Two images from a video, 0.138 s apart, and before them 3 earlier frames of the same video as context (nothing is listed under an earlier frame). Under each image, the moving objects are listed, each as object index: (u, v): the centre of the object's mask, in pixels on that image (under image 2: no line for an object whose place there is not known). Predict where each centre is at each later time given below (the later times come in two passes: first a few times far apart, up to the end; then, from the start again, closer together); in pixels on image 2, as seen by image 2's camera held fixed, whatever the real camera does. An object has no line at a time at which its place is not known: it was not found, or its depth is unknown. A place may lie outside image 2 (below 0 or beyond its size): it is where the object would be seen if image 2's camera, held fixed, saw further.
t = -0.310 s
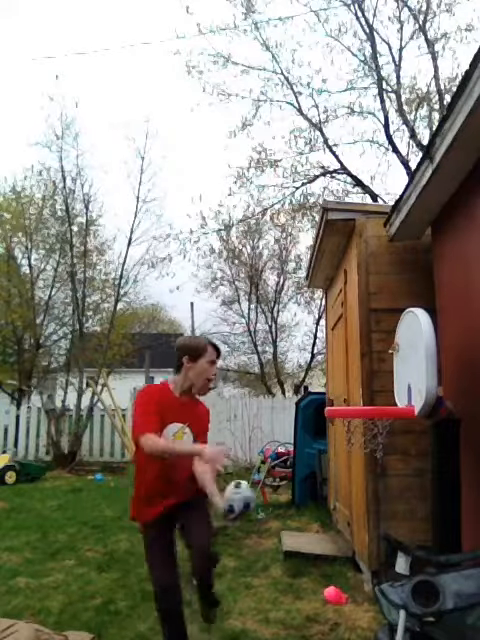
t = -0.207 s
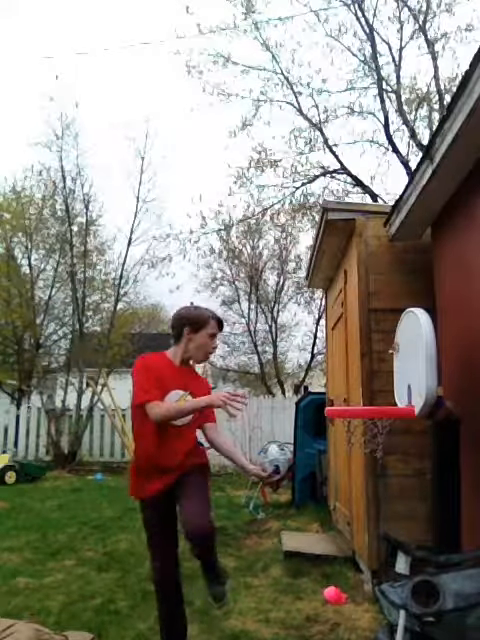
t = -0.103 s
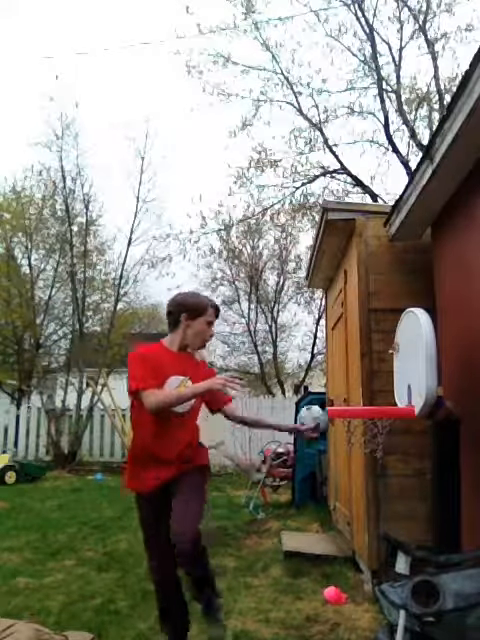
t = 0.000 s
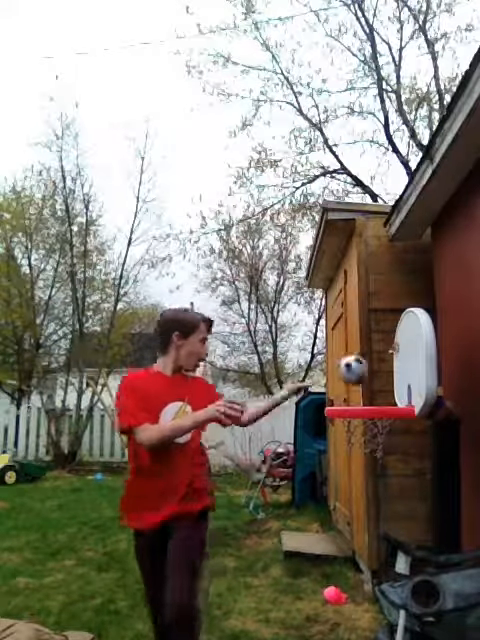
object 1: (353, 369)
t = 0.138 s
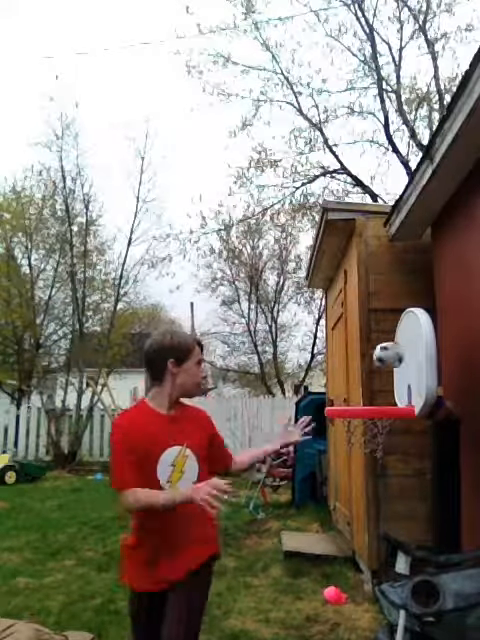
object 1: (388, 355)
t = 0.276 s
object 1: (388, 372)
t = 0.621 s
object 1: (340, 549)
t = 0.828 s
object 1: (318, 605)
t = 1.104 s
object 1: (293, 604)
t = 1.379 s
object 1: (277, 597)
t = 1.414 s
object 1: (277, 597)
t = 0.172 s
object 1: (396, 359)
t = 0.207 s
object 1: (399, 363)
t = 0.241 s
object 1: (395, 366)
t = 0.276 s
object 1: (388, 372)
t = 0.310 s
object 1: (385, 379)
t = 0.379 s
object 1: (374, 399)
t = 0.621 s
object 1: (340, 549)
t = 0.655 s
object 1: (338, 578)
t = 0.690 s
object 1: (332, 610)
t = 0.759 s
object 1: (325, 620)
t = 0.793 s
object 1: (321, 612)
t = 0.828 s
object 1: (318, 605)
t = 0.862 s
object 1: (315, 601)
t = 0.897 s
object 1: (313, 597)
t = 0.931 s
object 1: (311, 596)
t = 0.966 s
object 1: (306, 601)
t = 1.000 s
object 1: (303, 607)
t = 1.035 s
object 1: (300, 613)
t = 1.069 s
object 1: (297, 610)
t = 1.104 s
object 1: (293, 604)
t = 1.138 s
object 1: (291, 603)
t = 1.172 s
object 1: (288, 604)
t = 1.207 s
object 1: (284, 603)
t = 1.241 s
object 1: (283, 600)
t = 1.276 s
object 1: (281, 599)
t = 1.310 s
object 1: (280, 599)
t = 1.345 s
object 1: (278, 598)
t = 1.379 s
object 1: (277, 597)
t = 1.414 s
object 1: (277, 597)
